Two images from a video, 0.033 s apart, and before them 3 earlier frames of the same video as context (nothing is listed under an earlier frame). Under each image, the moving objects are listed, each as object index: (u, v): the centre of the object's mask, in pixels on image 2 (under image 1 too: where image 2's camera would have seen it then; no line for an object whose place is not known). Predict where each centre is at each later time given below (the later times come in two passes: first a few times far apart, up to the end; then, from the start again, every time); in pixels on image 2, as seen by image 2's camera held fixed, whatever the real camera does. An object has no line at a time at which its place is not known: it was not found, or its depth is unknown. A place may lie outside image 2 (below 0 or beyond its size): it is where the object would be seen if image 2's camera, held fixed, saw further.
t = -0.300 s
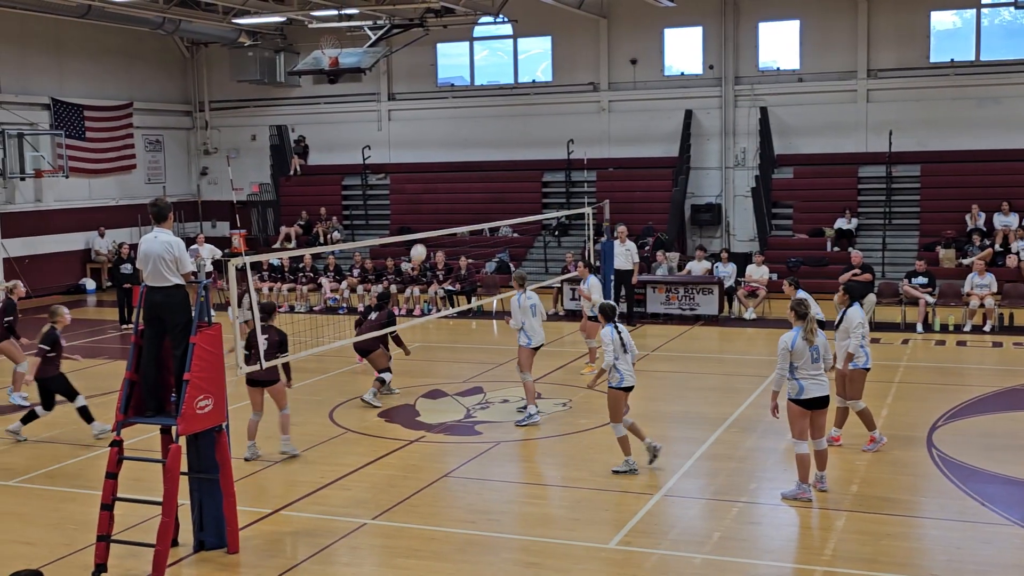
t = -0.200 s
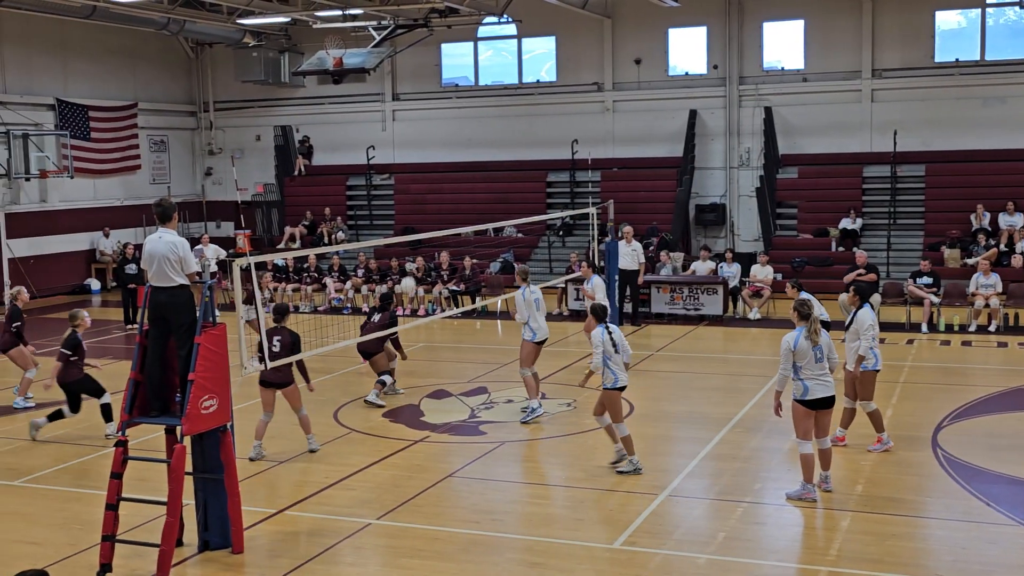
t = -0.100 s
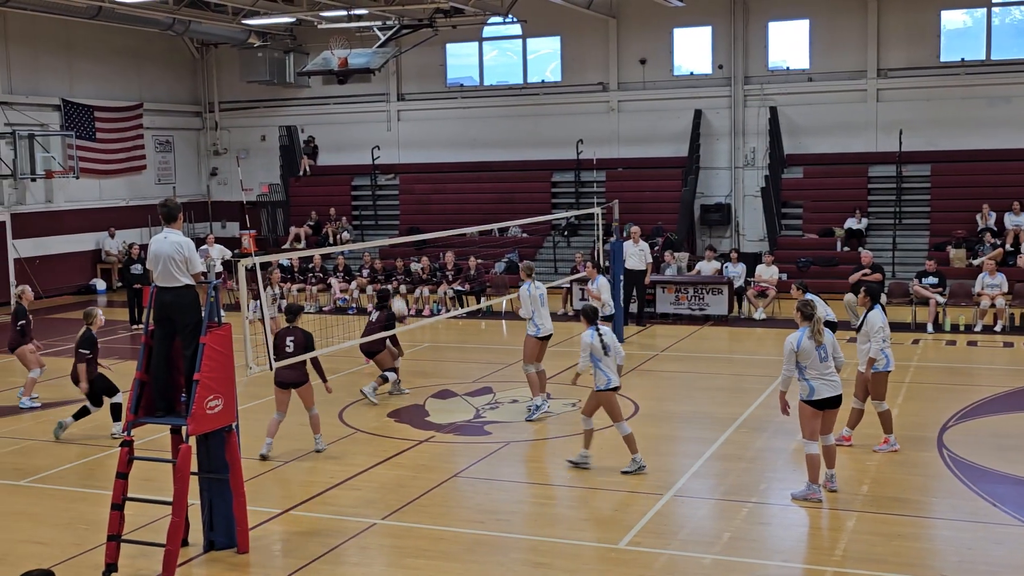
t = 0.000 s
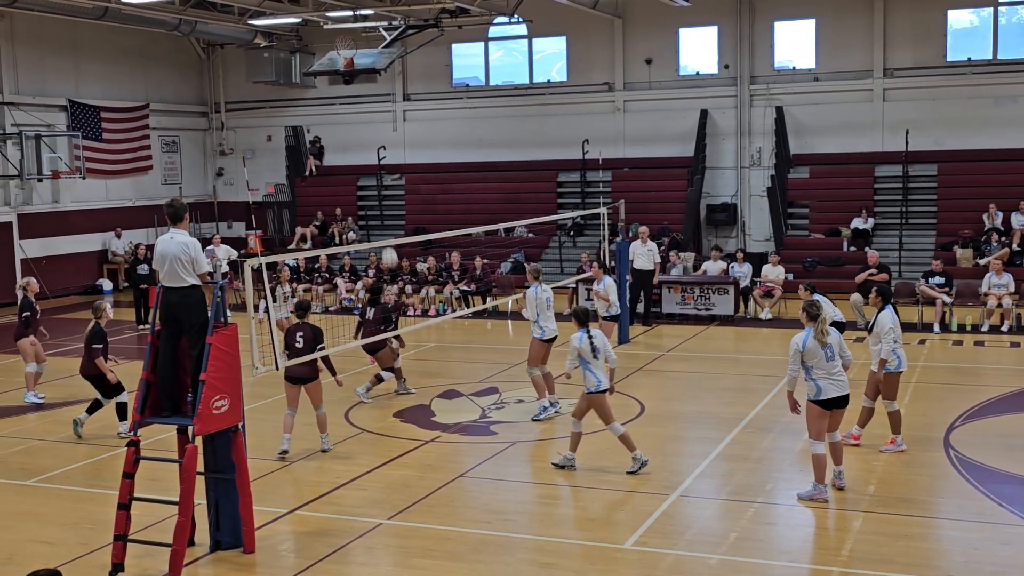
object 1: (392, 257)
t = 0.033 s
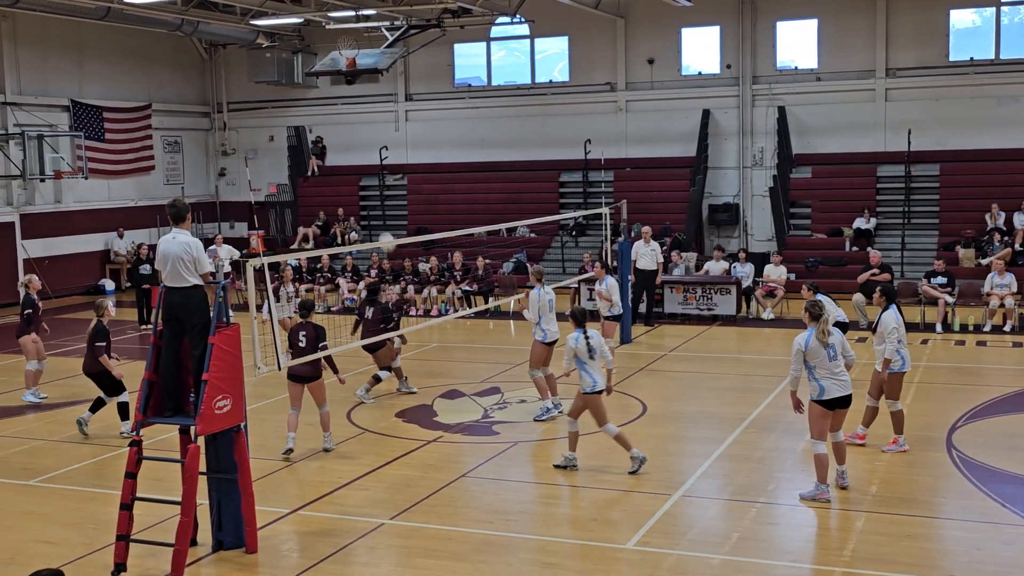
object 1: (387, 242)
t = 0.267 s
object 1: (351, 154)
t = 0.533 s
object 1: (308, 101)
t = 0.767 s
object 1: (269, 96)
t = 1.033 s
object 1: (227, 145)
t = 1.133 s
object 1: (211, 177)
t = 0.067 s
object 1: (382, 228)
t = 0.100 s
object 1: (376, 215)
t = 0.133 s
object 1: (371, 201)
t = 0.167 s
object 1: (366, 189)
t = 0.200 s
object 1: (361, 177)
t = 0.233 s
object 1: (356, 166)
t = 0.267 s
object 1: (351, 154)
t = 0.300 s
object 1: (345, 145)
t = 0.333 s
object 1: (340, 137)
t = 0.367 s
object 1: (334, 129)
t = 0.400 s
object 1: (329, 121)
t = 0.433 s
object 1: (323, 116)
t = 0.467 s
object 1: (318, 110)
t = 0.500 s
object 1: (313, 105)
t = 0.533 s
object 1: (308, 101)
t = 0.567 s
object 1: (302, 98)
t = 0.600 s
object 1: (296, 96)
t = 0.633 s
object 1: (291, 94)
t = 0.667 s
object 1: (286, 93)
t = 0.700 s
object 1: (280, 94)
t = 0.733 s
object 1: (275, 94)
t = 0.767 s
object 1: (269, 96)
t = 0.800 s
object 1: (264, 99)
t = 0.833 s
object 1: (259, 103)
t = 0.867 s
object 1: (253, 107)
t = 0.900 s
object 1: (248, 113)
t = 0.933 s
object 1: (242, 119)
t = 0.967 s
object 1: (237, 127)
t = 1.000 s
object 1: (232, 135)
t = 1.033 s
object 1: (227, 145)
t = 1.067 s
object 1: (222, 154)
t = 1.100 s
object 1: (217, 166)
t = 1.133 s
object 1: (211, 177)
